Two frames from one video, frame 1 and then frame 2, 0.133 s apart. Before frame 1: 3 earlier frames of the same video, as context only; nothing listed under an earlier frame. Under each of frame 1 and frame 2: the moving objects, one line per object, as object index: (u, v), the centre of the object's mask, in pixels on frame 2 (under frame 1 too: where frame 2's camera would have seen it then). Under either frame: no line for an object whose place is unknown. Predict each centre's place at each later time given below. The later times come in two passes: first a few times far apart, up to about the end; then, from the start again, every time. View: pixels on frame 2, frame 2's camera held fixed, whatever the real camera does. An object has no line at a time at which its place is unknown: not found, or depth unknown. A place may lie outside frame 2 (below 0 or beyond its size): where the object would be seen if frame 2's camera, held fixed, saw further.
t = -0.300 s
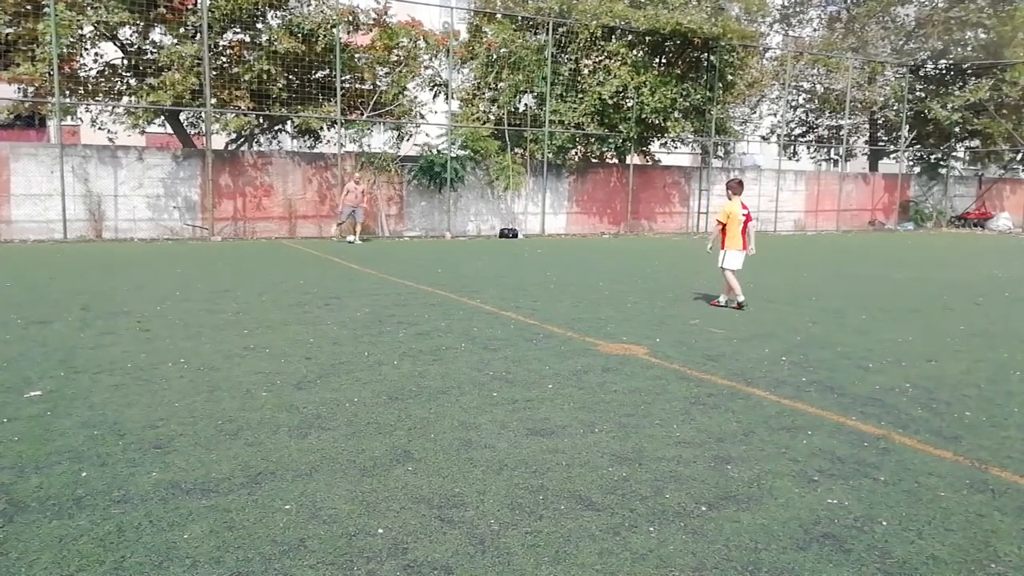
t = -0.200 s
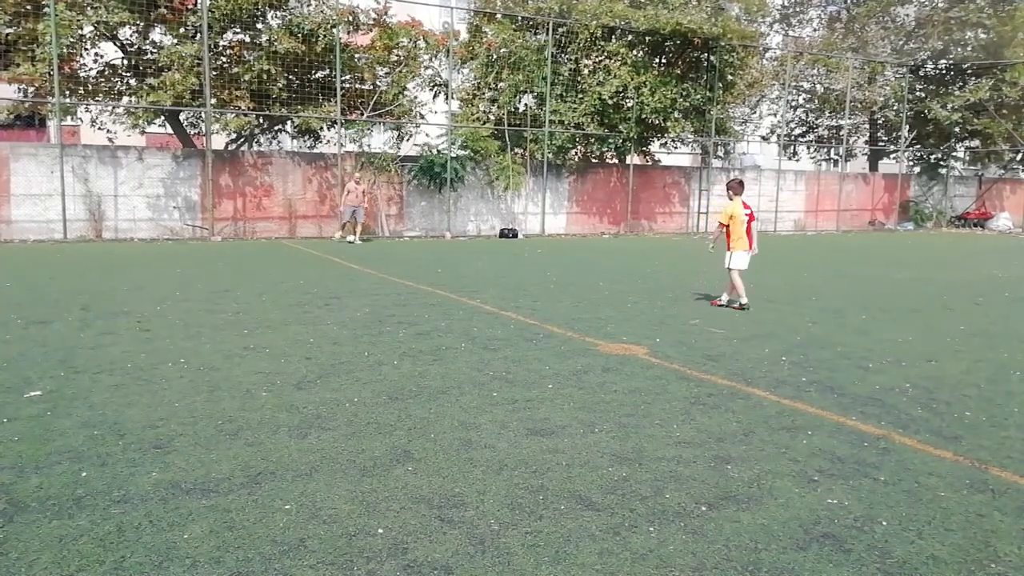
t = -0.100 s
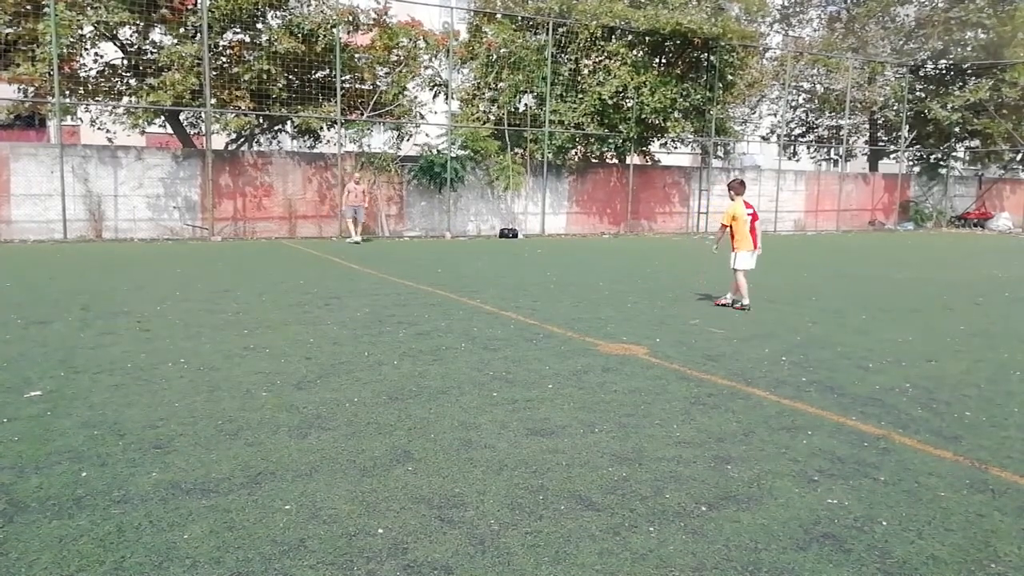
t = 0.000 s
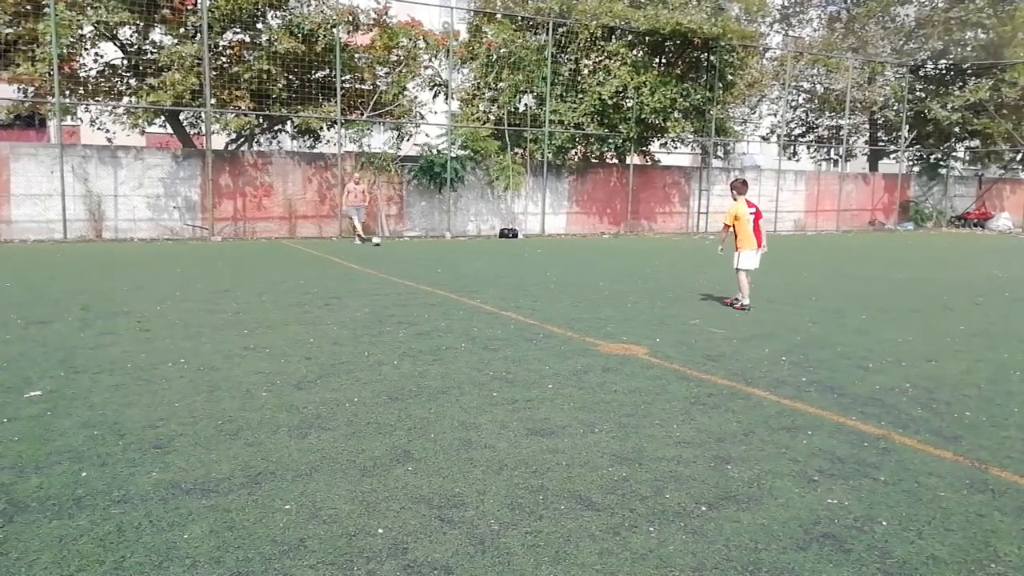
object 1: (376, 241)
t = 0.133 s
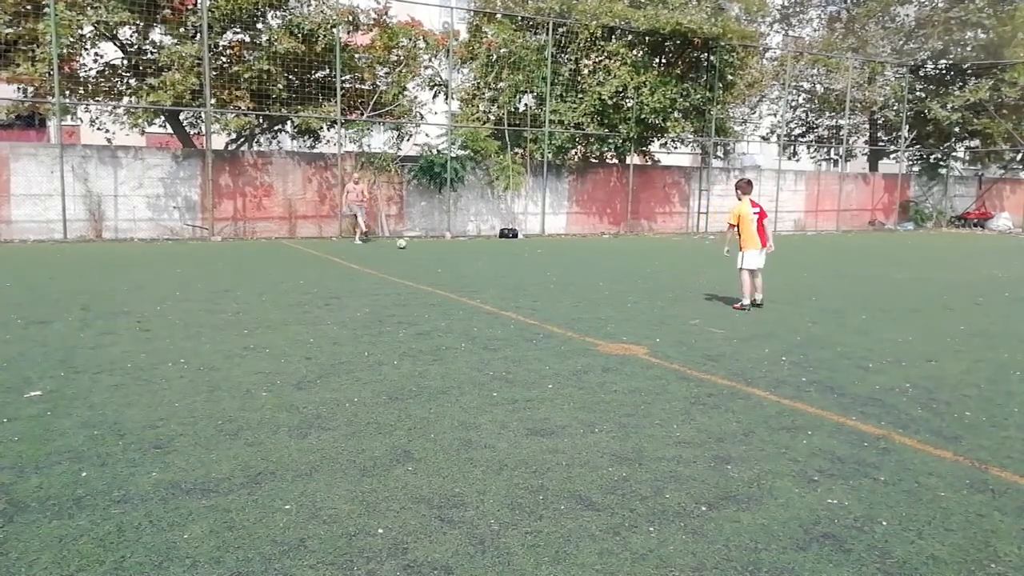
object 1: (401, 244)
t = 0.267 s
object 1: (425, 247)
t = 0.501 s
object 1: (464, 251)
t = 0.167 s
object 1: (407, 244)
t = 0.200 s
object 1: (413, 245)
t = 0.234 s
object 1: (419, 246)
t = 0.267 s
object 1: (425, 247)
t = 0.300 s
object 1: (431, 247)
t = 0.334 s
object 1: (436, 248)
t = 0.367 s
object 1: (442, 249)
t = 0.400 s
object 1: (448, 249)
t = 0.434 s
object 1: (454, 250)
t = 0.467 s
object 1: (459, 250)
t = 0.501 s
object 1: (464, 251)
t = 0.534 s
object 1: (470, 251)
